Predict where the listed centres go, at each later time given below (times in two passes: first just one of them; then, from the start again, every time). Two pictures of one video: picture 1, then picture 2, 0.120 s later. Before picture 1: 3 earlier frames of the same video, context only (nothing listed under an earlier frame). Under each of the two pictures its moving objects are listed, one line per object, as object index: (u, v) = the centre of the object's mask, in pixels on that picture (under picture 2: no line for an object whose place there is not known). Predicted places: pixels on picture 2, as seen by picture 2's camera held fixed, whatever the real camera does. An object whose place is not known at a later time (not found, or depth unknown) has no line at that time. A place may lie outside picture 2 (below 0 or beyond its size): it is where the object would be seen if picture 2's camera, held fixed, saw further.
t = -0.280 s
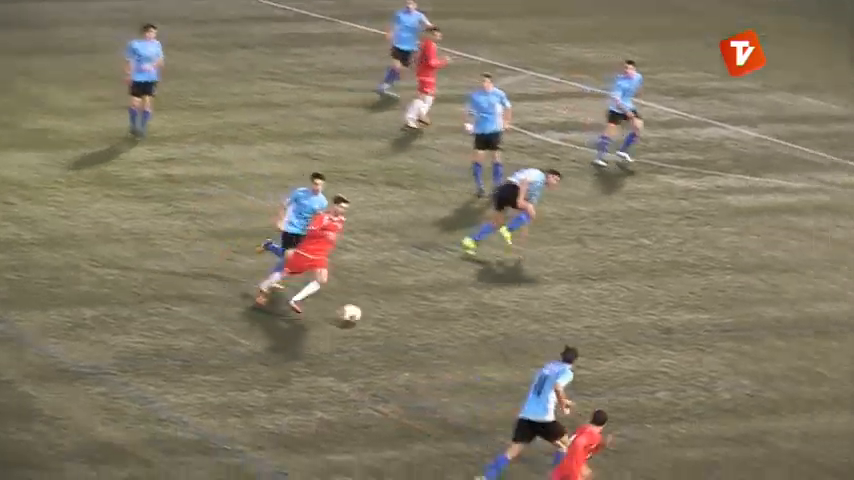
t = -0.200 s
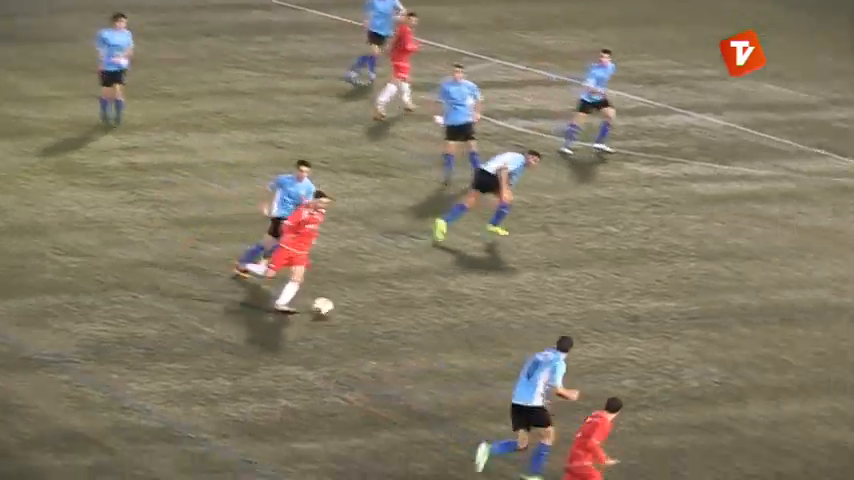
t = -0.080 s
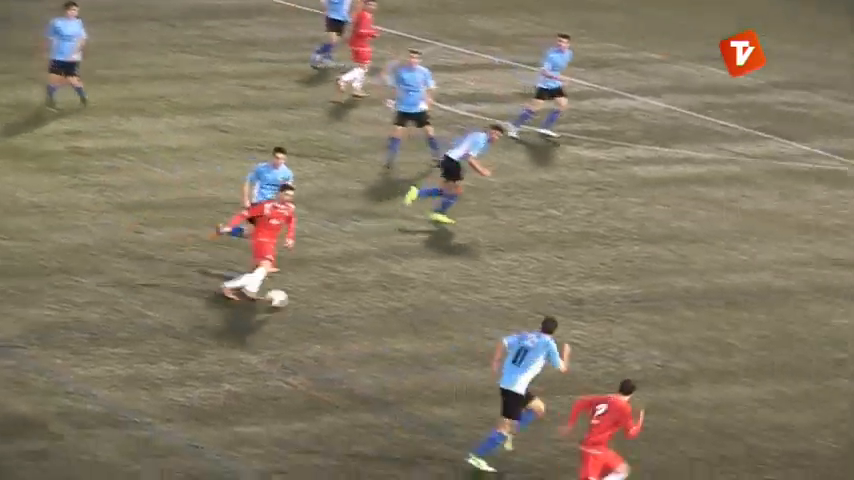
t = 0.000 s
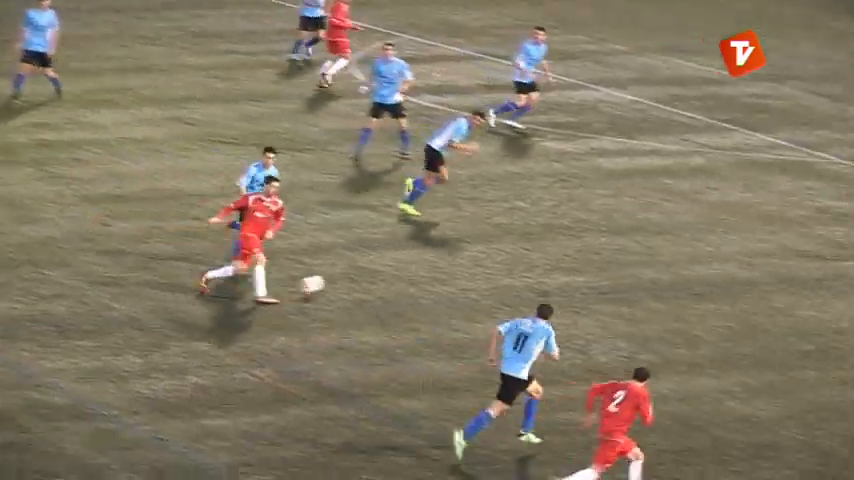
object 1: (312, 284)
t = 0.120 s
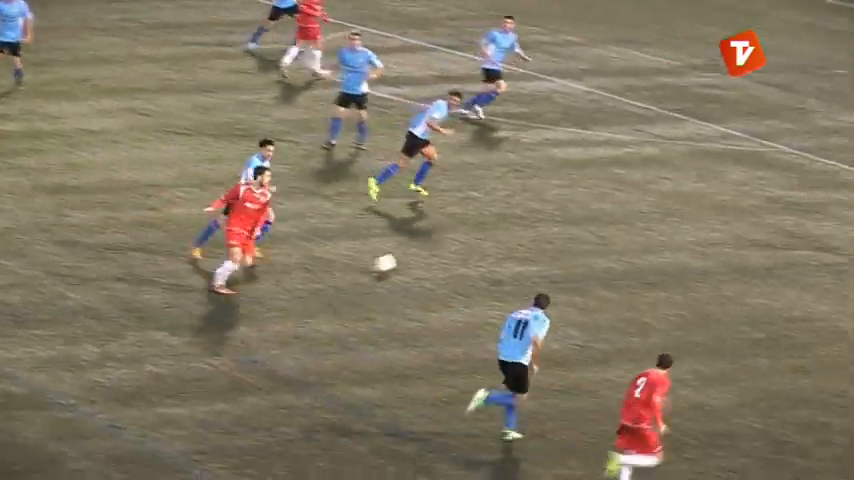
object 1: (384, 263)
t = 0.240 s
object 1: (489, 253)
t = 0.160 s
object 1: (419, 259)
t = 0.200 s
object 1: (454, 255)
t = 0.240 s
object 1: (489, 253)
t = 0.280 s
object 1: (522, 252)
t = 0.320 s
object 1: (552, 248)
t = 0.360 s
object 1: (582, 244)
